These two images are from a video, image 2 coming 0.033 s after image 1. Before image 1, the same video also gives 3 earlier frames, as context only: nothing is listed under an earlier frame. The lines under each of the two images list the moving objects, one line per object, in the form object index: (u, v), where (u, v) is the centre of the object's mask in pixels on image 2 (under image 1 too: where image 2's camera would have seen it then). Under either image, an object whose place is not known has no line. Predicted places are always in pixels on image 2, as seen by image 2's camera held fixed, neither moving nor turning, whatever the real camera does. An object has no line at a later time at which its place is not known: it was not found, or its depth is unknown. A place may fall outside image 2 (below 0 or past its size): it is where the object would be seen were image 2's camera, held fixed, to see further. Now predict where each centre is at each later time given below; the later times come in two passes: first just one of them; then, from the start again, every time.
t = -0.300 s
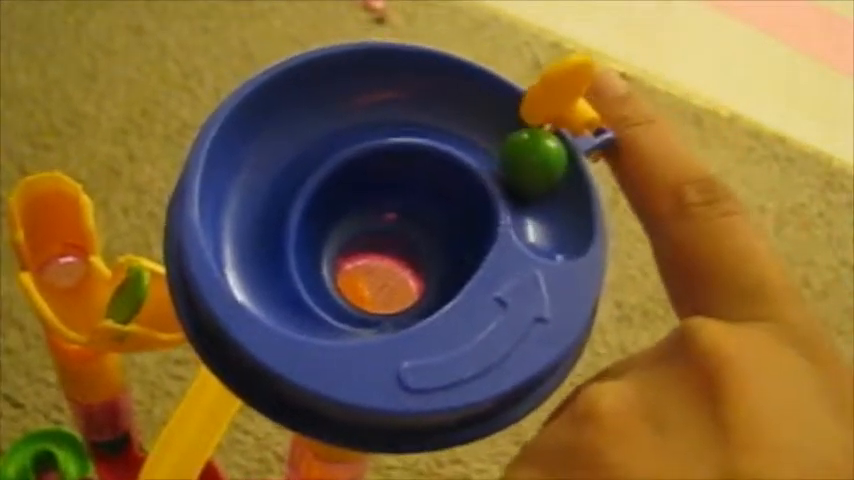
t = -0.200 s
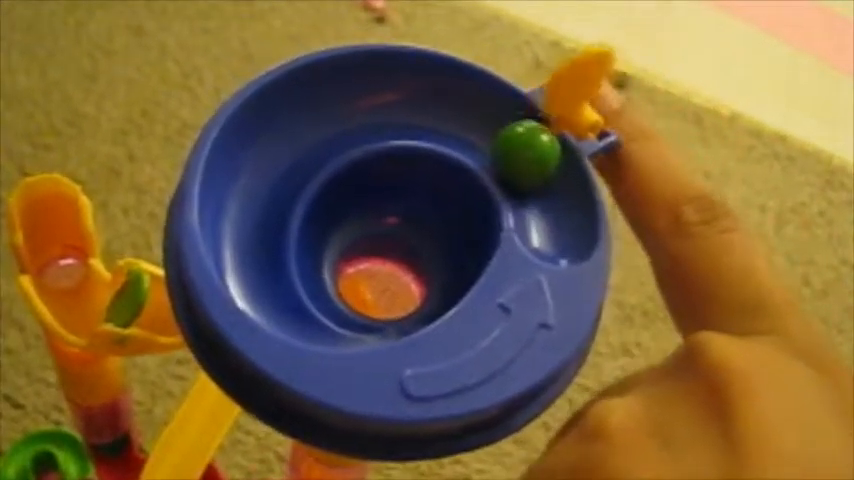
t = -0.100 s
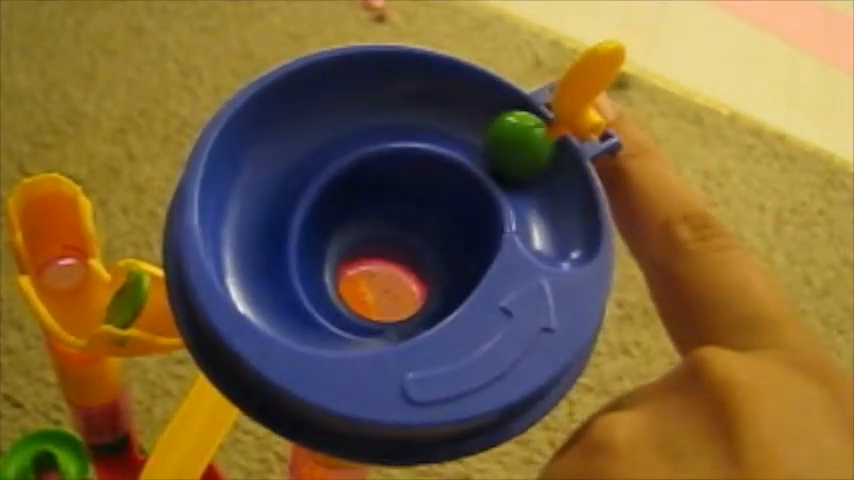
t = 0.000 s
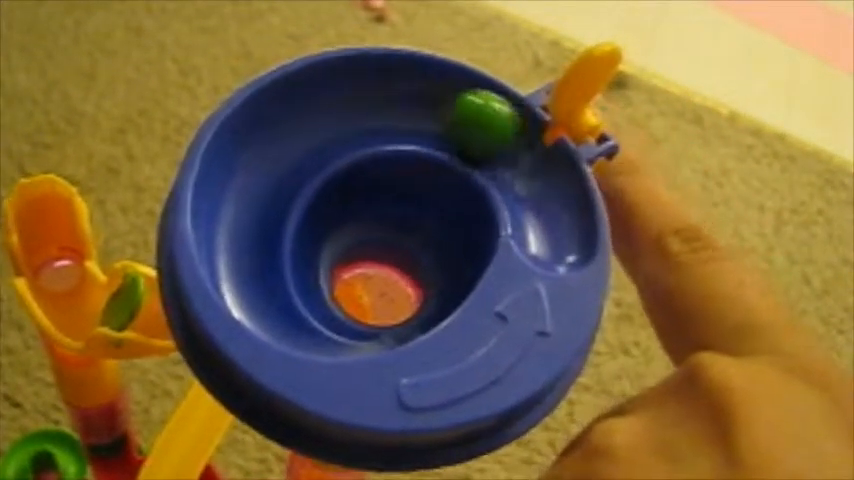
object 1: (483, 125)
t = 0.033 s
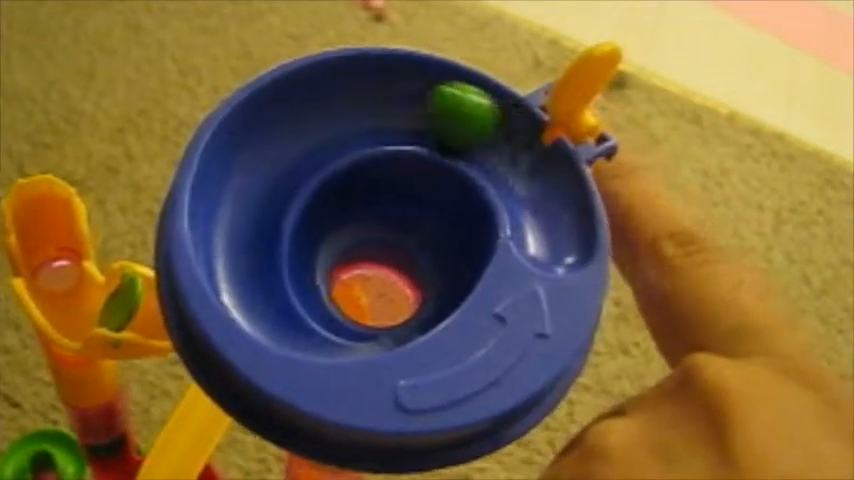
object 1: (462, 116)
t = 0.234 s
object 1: (255, 189)
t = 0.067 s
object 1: (435, 109)
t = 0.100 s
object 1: (402, 102)
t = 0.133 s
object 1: (367, 100)
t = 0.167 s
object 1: (326, 114)
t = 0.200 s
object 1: (284, 138)
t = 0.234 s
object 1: (255, 189)
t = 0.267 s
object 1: (250, 254)
